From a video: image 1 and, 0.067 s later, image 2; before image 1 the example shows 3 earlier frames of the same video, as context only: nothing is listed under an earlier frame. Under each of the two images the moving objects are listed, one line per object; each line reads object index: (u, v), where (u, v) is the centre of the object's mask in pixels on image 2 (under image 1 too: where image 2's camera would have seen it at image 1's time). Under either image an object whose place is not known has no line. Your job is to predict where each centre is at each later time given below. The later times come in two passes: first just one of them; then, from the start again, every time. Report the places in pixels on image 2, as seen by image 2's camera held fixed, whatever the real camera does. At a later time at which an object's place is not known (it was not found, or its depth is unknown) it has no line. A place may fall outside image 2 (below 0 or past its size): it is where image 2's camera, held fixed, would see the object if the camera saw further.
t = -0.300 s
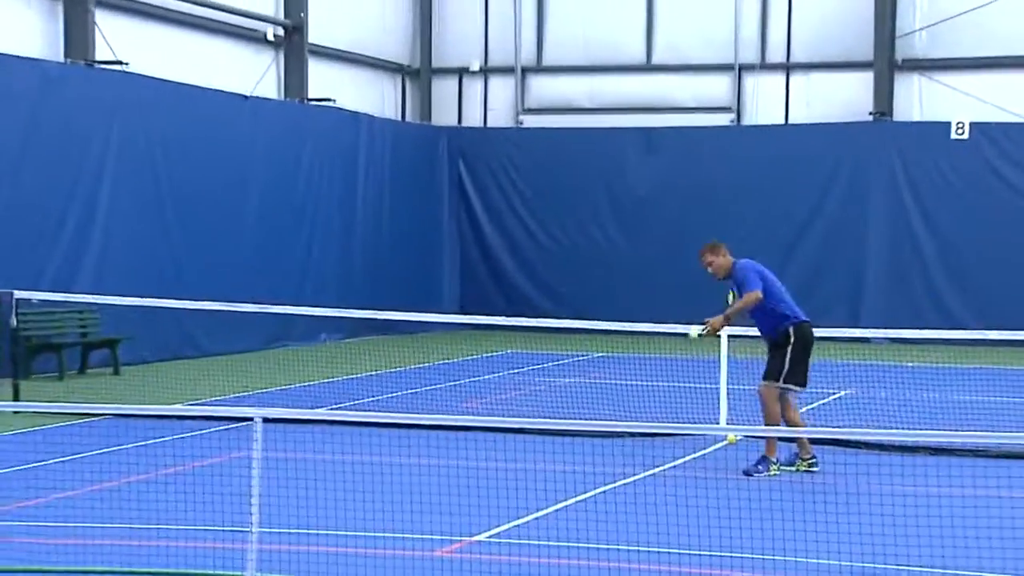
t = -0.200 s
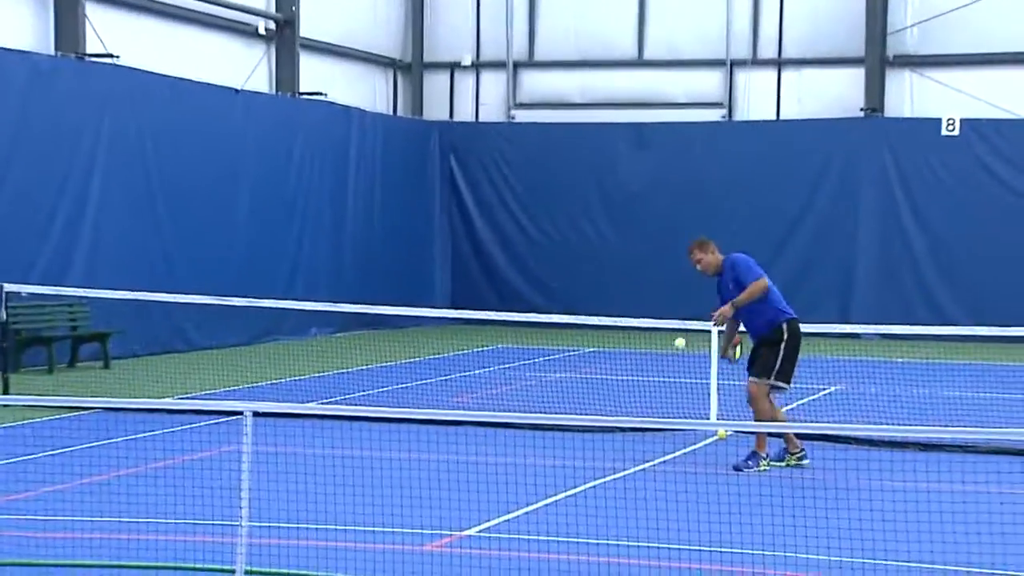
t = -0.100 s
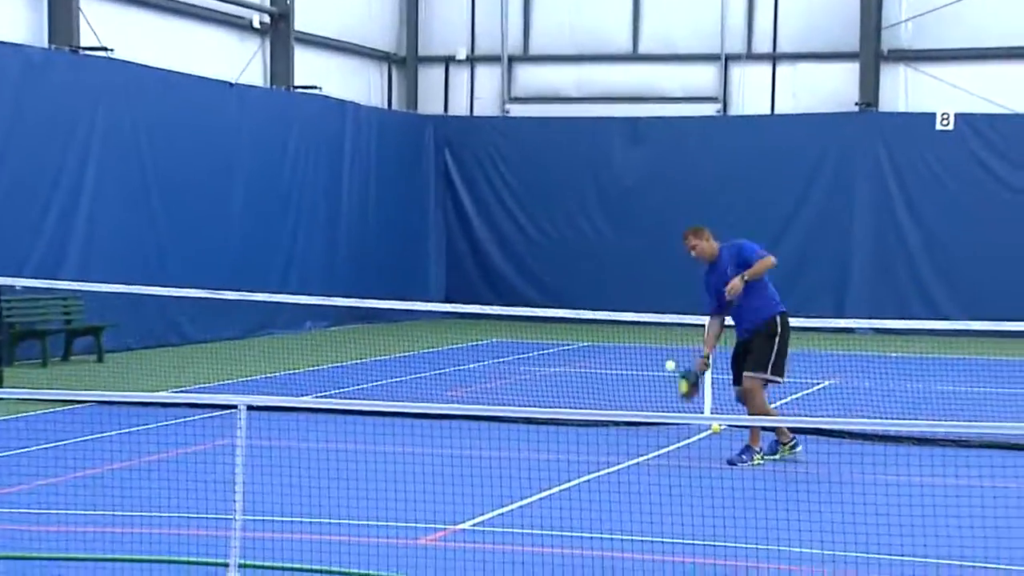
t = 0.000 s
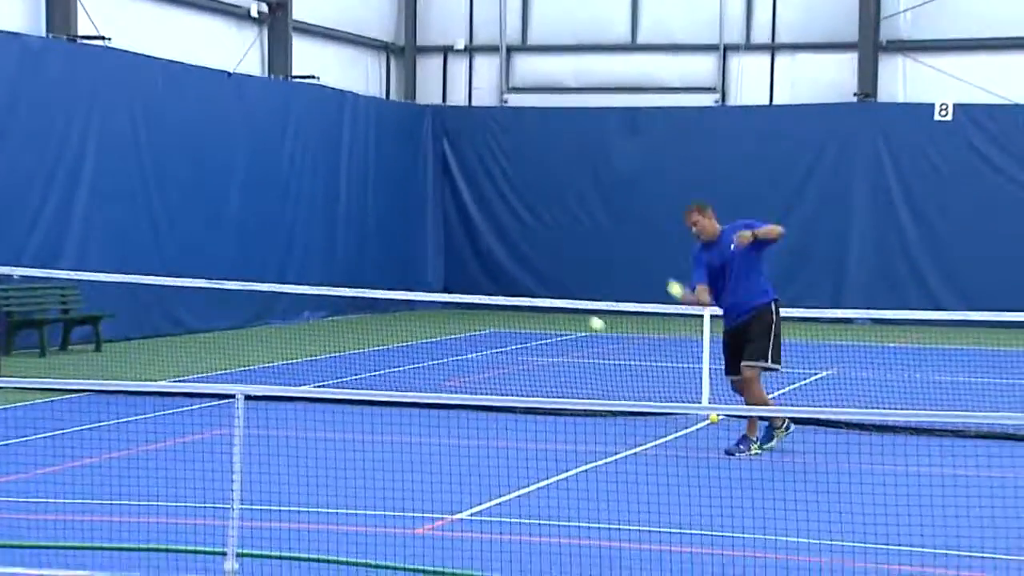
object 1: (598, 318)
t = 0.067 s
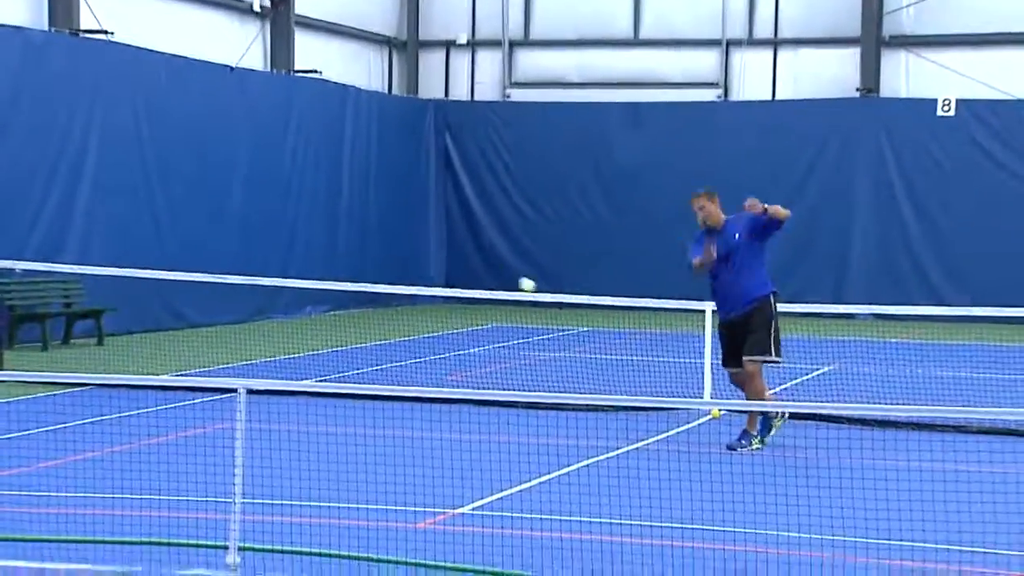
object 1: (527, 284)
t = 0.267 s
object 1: (251, 219)
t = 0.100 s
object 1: (487, 270)
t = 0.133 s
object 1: (447, 256)
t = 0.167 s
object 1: (403, 244)
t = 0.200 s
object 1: (355, 234)
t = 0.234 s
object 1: (305, 225)
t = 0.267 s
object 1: (251, 219)
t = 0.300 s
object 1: (195, 215)
